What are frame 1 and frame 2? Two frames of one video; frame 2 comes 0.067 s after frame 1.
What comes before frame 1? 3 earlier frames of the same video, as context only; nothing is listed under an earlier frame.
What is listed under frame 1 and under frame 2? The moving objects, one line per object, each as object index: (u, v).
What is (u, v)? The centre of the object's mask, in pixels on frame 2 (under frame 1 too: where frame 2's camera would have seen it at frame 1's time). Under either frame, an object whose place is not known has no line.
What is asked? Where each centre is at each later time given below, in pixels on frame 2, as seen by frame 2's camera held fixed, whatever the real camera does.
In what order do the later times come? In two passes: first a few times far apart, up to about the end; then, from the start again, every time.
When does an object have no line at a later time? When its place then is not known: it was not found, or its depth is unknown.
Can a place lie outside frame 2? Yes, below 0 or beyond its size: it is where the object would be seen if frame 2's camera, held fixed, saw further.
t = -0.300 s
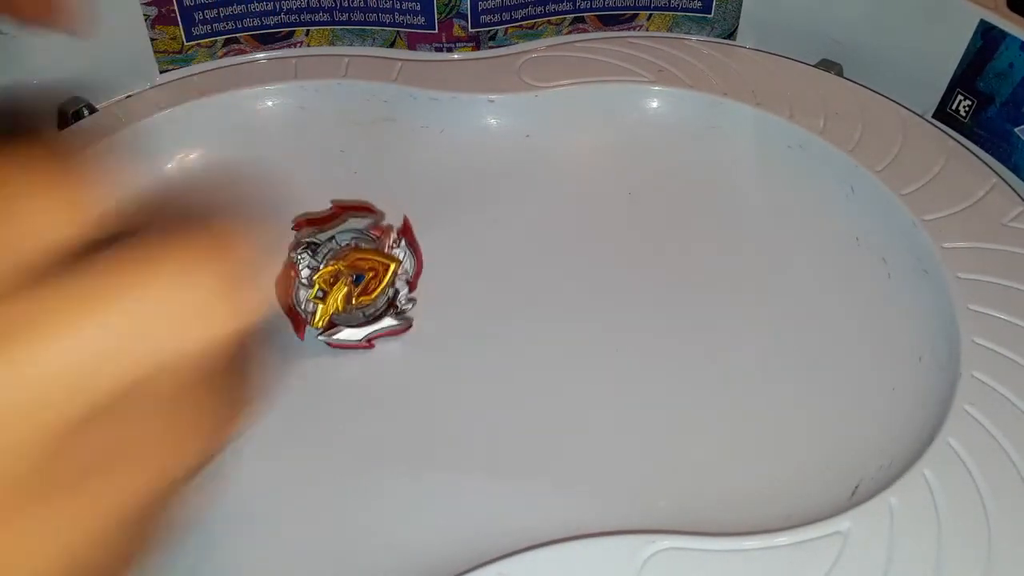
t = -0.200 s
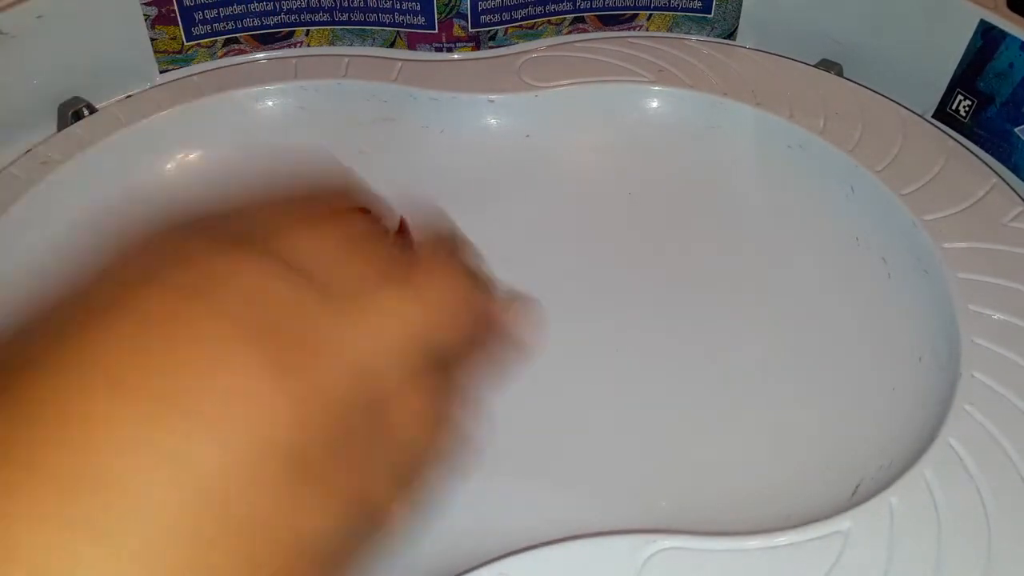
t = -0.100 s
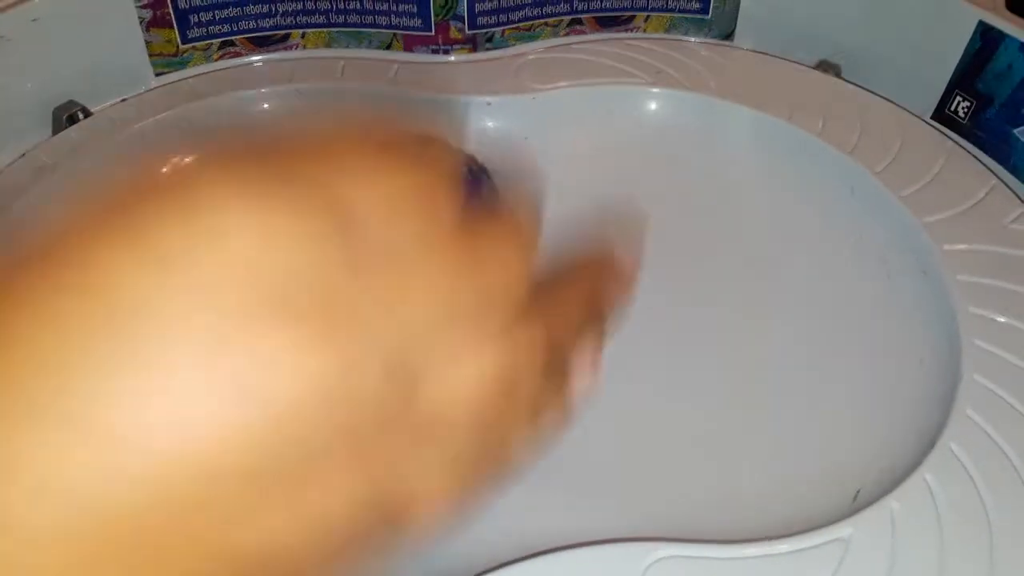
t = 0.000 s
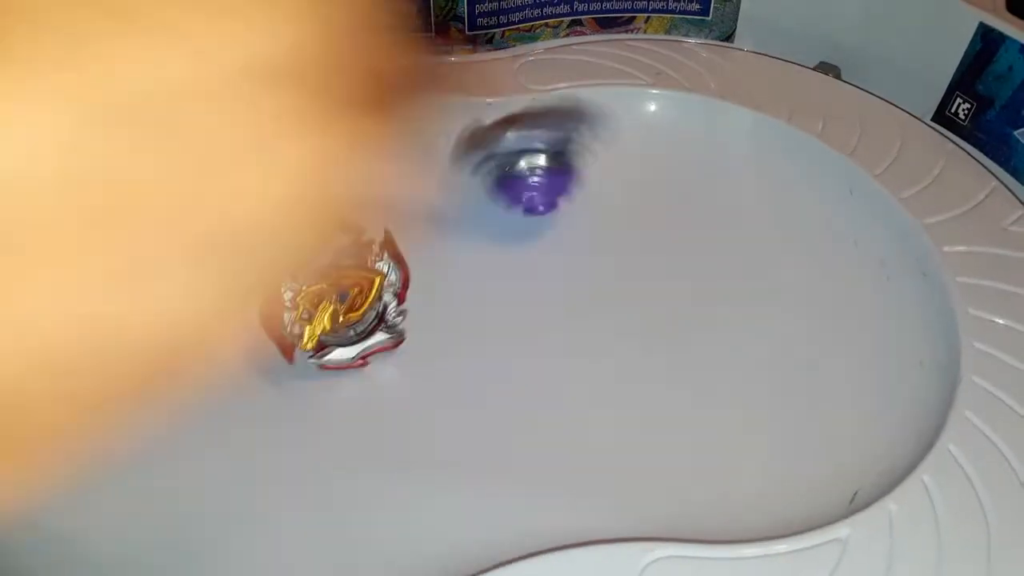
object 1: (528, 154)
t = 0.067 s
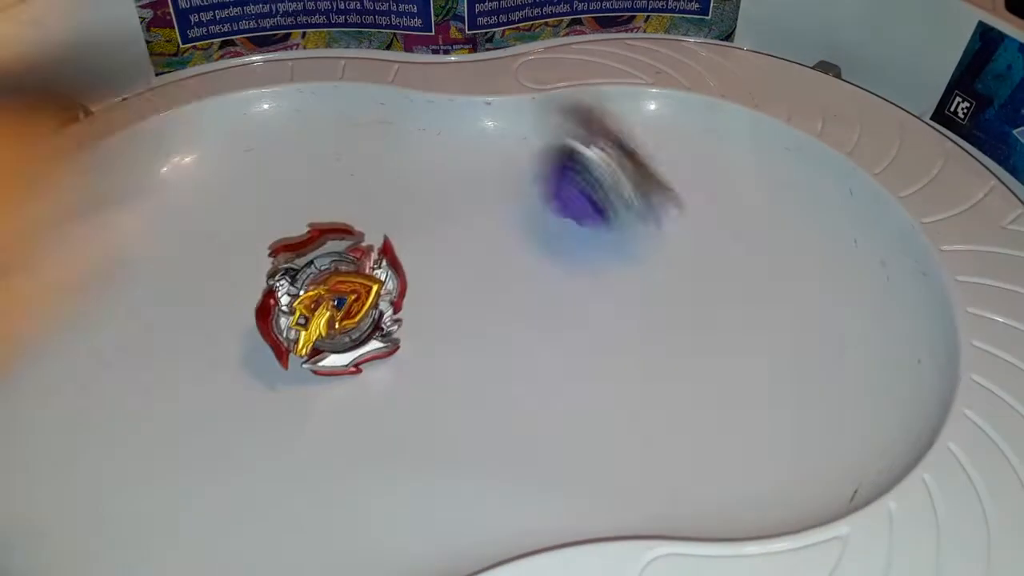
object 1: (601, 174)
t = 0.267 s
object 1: (712, 289)
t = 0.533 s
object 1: (708, 297)
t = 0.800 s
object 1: (659, 251)
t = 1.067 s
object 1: (665, 238)
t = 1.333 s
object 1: (654, 265)
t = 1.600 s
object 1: (673, 288)
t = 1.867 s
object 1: (670, 285)
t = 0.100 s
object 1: (637, 192)
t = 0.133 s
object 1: (671, 210)
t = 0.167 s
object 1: (694, 232)
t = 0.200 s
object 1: (703, 258)
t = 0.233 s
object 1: (709, 276)
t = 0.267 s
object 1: (712, 289)
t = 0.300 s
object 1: (714, 297)
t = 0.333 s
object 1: (718, 301)
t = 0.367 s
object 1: (722, 302)
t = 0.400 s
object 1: (724, 303)
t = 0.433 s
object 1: (724, 302)
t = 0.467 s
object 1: (720, 301)
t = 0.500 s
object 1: (714, 300)
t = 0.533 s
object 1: (708, 297)
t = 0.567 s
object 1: (698, 294)
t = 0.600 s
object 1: (687, 290)
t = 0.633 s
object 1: (677, 285)
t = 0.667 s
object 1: (670, 278)
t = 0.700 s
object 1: (664, 273)
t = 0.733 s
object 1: (661, 266)
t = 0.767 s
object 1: (659, 258)
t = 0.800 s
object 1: (659, 251)
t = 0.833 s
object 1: (661, 246)
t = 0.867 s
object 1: (663, 243)
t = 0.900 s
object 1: (664, 241)
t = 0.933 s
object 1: (665, 239)
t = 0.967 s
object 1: (665, 238)
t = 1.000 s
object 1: (665, 238)
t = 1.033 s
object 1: (665, 238)
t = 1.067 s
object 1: (665, 238)
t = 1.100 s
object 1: (665, 239)
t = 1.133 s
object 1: (665, 240)
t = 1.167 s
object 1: (664, 241)
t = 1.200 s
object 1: (663, 244)
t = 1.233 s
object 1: (662, 247)
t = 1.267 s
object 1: (659, 252)
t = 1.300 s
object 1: (656, 259)
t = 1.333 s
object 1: (654, 265)
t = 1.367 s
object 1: (656, 269)
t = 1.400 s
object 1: (658, 274)
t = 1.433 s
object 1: (661, 277)
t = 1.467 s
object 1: (664, 280)
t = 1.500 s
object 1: (667, 282)
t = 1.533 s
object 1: (669, 284)
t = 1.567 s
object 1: (671, 286)
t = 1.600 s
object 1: (673, 288)
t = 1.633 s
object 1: (675, 290)
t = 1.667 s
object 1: (677, 290)
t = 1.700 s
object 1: (677, 290)
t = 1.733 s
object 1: (676, 290)
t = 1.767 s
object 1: (674, 289)
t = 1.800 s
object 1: (672, 288)
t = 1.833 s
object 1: (671, 287)
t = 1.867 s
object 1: (670, 285)
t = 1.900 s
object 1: (668, 284)
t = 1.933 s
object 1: (667, 282)
